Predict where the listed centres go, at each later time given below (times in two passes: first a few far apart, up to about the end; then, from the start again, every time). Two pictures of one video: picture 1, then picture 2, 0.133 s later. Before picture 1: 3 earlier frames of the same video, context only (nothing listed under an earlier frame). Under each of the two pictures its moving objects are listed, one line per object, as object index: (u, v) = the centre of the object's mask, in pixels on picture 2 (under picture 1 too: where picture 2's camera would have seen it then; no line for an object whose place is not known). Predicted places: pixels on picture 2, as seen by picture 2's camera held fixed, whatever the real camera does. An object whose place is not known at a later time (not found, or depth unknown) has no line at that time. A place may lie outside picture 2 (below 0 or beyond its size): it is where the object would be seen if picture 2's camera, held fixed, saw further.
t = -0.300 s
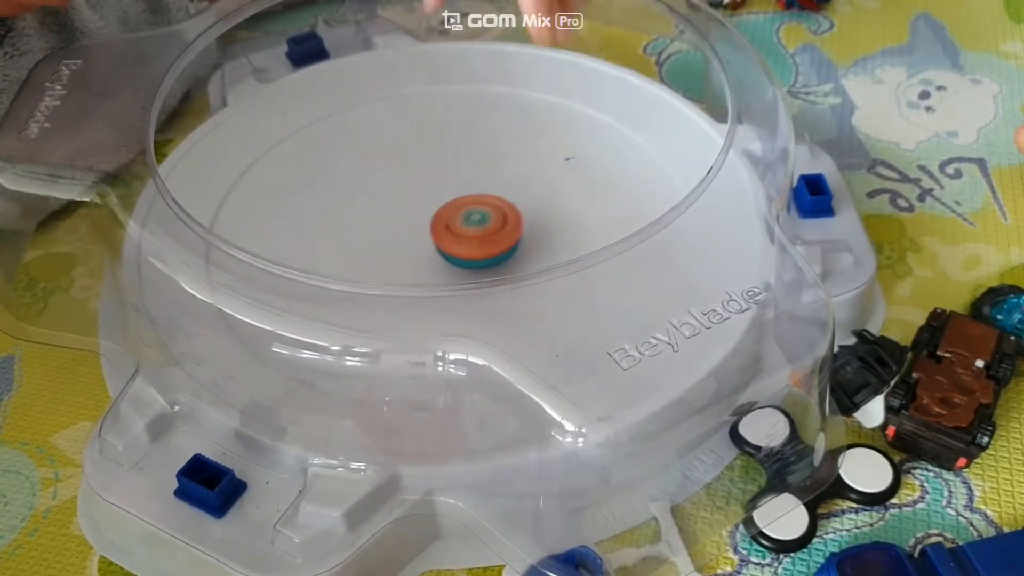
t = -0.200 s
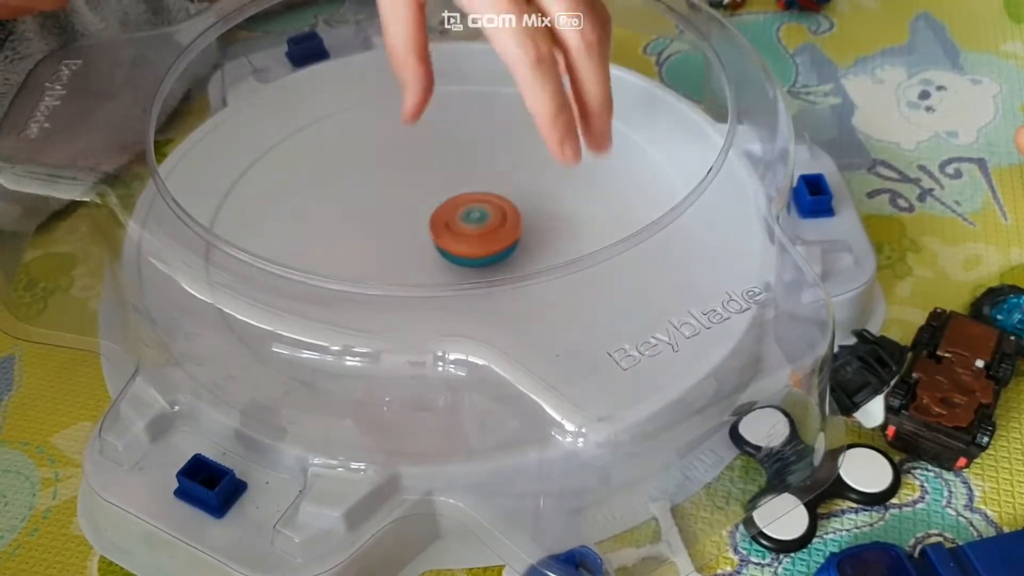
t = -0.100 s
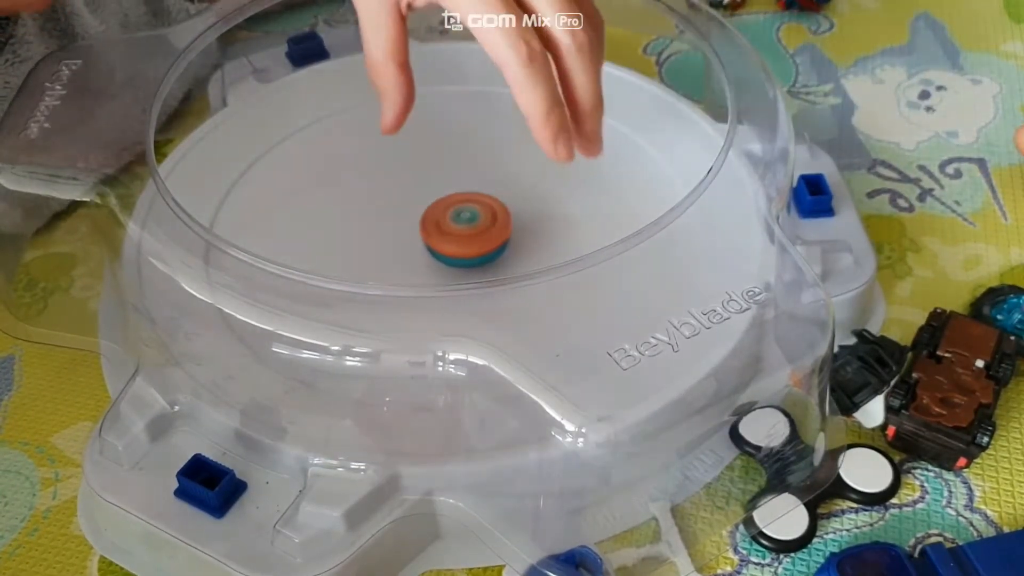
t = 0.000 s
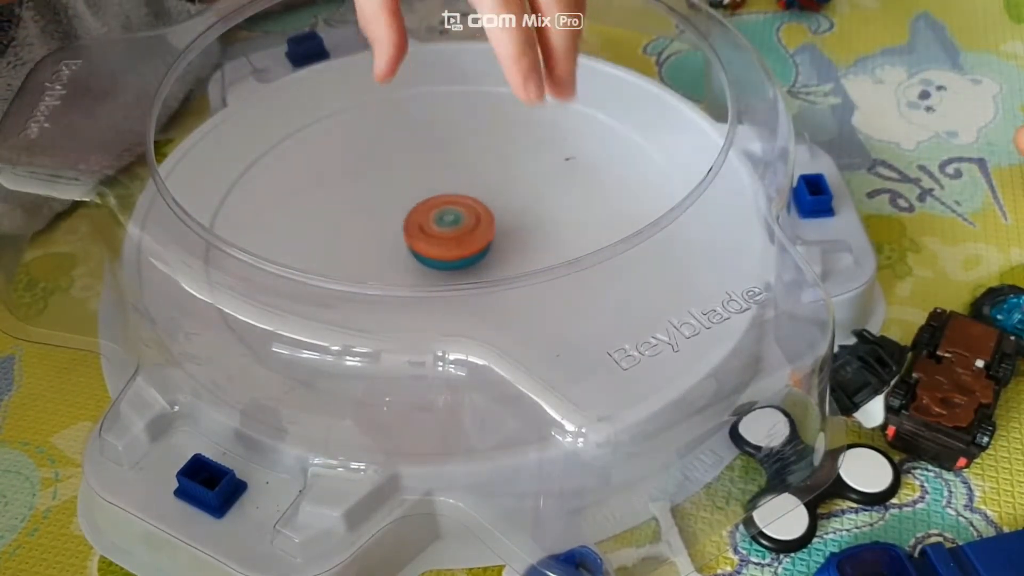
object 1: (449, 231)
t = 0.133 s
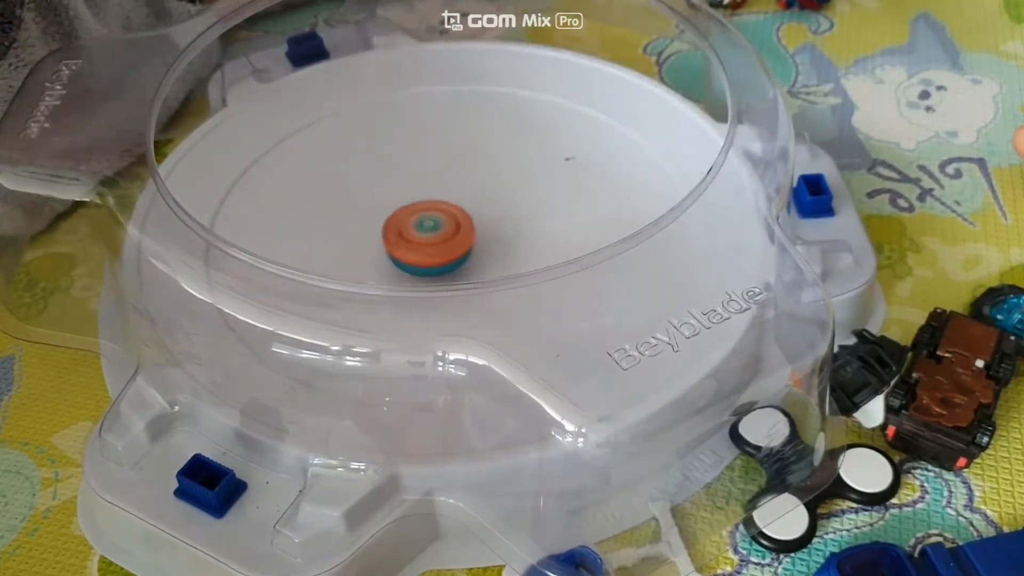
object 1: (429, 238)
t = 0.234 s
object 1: (430, 238)
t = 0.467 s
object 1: (454, 239)
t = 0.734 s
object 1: (435, 223)
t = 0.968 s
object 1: (438, 223)
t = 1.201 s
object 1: (420, 233)
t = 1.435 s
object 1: (421, 212)
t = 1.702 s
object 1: (455, 211)
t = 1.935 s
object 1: (441, 222)
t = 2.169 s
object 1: (440, 197)
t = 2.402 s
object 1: (478, 206)
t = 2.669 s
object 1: (461, 228)
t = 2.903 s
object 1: (449, 215)
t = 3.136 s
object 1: (471, 215)
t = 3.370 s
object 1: (460, 233)
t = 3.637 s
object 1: (425, 228)
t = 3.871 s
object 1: (440, 219)
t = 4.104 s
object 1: (449, 222)
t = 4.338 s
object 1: (442, 220)
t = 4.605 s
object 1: (442, 213)
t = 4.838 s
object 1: (445, 213)
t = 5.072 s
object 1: (446, 215)
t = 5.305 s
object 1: (442, 216)
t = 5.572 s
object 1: (441, 215)
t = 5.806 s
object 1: (442, 216)
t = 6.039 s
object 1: (440, 217)
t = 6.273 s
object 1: (439, 219)
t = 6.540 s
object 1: (442, 219)
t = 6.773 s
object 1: (444, 219)
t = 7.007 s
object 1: (444, 220)
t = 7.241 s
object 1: (443, 220)
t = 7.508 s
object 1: (442, 219)
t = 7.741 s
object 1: (441, 220)
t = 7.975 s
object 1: (440, 220)
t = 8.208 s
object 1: (439, 220)
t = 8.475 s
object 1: (440, 220)
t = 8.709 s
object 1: (440, 222)
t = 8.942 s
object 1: (439, 223)
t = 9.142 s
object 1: (439, 223)
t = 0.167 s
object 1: (427, 238)
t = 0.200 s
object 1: (427, 238)
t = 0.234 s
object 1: (430, 238)
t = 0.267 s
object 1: (434, 238)
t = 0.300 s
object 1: (438, 237)
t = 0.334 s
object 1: (442, 237)
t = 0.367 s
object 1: (446, 237)
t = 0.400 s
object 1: (449, 237)
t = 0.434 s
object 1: (452, 238)
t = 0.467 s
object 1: (454, 239)
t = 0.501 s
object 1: (454, 240)
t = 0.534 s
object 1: (453, 240)
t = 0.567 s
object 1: (452, 239)
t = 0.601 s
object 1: (449, 237)
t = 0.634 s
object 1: (444, 234)
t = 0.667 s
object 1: (440, 230)
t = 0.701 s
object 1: (437, 226)
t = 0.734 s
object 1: (435, 223)
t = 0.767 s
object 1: (434, 221)
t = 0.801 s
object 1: (434, 219)
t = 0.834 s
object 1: (434, 219)
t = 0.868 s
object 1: (435, 219)
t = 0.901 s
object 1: (436, 220)
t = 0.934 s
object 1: (437, 221)
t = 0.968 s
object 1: (438, 223)
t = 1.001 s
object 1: (438, 226)
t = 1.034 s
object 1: (437, 228)
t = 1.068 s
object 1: (434, 230)
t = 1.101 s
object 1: (431, 232)
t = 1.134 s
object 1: (427, 233)
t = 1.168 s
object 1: (424, 233)
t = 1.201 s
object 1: (420, 233)
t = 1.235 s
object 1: (417, 232)
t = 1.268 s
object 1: (415, 229)
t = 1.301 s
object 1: (414, 226)
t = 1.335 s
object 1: (414, 223)
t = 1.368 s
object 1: (416, 219)
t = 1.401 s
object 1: (418, 215)
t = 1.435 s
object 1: (421, 212)
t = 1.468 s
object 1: (425, 209)
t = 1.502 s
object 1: (429, 207)
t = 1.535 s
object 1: (434, 206)
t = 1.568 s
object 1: (439, 205)
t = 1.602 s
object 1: (444, 205)
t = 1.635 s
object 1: (448, 207)
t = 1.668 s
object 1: (452, 208)
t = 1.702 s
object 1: (455, 211)
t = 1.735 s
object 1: (456, 213)
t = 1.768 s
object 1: (457, 216)
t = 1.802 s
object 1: (456, 218)
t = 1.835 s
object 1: (453, 221)
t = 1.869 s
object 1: (450, 222)
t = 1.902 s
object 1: (446, 223)
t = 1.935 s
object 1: (441, 222)
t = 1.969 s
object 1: (436, 220)
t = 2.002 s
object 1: (433, 217)
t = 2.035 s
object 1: (431, 213)
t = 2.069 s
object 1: (431, 208)
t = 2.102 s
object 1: (432, 204)
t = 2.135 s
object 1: (435, 200)
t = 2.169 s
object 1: (440, 197)
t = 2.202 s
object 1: (446, 195)
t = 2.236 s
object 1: (452, 194)
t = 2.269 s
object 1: (459, 195)
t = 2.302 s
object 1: (465, 196)
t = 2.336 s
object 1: (470, 199)
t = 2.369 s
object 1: (475, 202)
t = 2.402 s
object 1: (478, 206)
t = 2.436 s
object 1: (479, 209)
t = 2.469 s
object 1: (480, 213)
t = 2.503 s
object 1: (479, 217)
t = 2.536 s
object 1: (477, 220)
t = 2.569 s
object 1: (474, 224)
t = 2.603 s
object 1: (470, 226)
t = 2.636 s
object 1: (466, 227)
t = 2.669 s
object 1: (461, 228)
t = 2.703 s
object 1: (457, 228)
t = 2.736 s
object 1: (453, 227)
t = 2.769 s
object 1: (449, 225)
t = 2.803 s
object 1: (447, 222)
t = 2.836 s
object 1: (447, 220)
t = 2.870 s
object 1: (447, 217)
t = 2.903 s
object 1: (449, 215)
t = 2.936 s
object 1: (451, 213)
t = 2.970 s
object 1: (454, 212)
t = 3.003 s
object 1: (458, 211)
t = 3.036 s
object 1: (461, 211)
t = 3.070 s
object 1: (465, 211)
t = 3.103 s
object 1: (469, 213)
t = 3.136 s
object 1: (471, 215)
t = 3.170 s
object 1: (473, 218)
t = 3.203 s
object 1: (474, 220)
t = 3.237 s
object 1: (474, 223)
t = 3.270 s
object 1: (473, 225)
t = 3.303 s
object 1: (470, 228)
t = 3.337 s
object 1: (465, 231)
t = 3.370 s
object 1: (460, 233)
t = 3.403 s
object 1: (455, 234)
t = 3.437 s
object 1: (448, 235)
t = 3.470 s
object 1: (443, 236)
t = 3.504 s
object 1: (437, 235)
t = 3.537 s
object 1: (432, 234)
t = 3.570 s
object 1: (429, 233)
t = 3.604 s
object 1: (426, 230)
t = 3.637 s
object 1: (425, 228)
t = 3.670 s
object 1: (424, 226)
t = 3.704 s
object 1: (425, 224)
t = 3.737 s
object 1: (427, 222)
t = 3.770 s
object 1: (430, 221)
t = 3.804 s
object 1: (433, 220)
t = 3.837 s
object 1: (437, 220)
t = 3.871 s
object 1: (440, 219)
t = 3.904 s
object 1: (443, 220)
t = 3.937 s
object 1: (445, 220)
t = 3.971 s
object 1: (447, 221)
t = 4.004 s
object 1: (448, 221)
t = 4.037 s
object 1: (449, 221)
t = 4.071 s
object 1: (449, 222)
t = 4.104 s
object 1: (449, 222)
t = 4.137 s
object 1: (448, 222)
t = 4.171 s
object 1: (448, 222)
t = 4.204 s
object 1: (446, 222)
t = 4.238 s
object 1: (445, 222)
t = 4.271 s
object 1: (444, 222)
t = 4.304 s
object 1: (443, 221)
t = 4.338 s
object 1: (442, 220)
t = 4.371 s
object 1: (441, 219)
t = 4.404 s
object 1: (441, 218)
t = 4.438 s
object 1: (440, 217)
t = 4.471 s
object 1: (440, 216)
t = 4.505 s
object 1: (441, 215)
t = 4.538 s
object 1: (441, 214)
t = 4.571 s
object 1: (441, 214)
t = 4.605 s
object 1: (442, 213)
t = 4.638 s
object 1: (442, 213)
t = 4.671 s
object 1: (443, 213)
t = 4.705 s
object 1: (443, 213)
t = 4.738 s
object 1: (444, 213)
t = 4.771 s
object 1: (444, 213)
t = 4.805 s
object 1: (444, 213)
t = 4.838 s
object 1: (445, 213)
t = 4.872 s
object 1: (445, 213)
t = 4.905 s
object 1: (445, 213)
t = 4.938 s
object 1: (446, 214)
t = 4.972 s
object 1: (446, 214)
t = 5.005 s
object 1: (446, 214)
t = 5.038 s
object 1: (446, 215)
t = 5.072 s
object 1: (446, 215)
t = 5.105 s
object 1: (446, 215)
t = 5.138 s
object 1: (445, 215)
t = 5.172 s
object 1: (445, 216)
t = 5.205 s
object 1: (444, 216)
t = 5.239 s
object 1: (443, 216)
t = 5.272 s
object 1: (443, 216)
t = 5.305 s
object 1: (442, 216)
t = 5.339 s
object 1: (441, 216)
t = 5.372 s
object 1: (440, 216)
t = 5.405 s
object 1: (440, 215)
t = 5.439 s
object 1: (440, 215)
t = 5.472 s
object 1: (440, 215)
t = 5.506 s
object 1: (440, 215)
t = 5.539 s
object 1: (440, 215)
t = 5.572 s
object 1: (441, 215)
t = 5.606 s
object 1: (441, 215)
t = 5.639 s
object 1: (441, 215)
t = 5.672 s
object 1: (441, 216)
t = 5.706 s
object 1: (441, 216)
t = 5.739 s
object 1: (441, 215)
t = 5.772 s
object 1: (441, 216)
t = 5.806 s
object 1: (442, 216)
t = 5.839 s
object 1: (442, 216)
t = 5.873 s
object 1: (442, 216)
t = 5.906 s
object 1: (442, 217)
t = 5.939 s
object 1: (441, 217)
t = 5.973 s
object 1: (441, 217)
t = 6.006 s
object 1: (441, 217)
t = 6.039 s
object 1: (440, 217)
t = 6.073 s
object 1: (440, 218)
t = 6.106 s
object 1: (440, 218)
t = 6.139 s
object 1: (439, 218)
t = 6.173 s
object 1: (439, 218)
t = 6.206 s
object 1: (439, 218)
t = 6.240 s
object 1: (439, 218)
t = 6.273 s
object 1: (439, 219)
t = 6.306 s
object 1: (439, 219)
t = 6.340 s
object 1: (440, 219)
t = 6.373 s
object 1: (440, 219)
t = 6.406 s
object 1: (440, 219)
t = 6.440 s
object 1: (441, 219)
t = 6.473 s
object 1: (441, 219)
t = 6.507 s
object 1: (442, 219)
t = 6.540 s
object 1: (442, 219)
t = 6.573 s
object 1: (443, 219)
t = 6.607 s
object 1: (444, 219)
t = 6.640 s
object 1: (444, 219)
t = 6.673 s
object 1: (444, 219)
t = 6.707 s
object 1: (444, 219)
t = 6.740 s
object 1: (444, 219)
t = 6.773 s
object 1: (444, 219)
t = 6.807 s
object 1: (444, 219)
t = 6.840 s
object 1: (444, 220)
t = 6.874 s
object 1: (444, 220)
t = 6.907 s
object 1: (444, 220)
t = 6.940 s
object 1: (444, 220)
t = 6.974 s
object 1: (444, 220)
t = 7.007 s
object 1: (444, 220)
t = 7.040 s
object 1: (444, 220)
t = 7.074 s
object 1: (444, 220)
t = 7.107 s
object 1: (444, 220)
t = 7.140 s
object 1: (444, 220)
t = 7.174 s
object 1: (444, 220)
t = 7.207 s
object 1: (443, 220)
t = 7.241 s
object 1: (443, 220)
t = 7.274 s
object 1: (443, 220)
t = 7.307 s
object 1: (442, 220)
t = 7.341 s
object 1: (442, 220)
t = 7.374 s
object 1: (442, 220)
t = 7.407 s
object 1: (442, 219)
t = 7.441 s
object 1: (442, 219)
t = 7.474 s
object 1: (442, 219)
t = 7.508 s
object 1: (442, 219)
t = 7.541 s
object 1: (442, 219)
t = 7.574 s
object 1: (442, 219)
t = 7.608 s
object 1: (442, 219)
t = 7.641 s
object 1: (442, 219)
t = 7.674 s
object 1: (441, 220)
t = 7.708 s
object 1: (441, 220)
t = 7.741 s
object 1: (441, 220)
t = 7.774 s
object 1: (441, 220)
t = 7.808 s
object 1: (441, 220)
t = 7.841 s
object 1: (441, 220)
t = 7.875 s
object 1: (440, 220)
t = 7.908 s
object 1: (440, 220)
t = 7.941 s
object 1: (440, 220)
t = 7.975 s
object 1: (440, 220)
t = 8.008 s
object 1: (440, 220)
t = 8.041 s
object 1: (440, 220)
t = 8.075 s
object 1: (440, 220)
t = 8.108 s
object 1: (440, 220)
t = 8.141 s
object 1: (440, 220)
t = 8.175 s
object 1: (440, 220)
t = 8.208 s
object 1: (439, 220)
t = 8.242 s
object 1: (439, 220)
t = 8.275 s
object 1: (439, 220)
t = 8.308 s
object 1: (438, 220)
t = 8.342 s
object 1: (438, 220)
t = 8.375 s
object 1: (438, 220)
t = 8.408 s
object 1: (439, 220)
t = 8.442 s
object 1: (439, 220)
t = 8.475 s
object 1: (440, 220)
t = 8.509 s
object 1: (440, 220)
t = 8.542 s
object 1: (440, 220)
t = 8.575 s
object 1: (441, 220)
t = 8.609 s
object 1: (441, 221)
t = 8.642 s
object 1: (441, 221)
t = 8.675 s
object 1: (440, 221)
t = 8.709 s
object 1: (440, 222)
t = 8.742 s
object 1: (440, 222)
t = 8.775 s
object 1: (440, 222)
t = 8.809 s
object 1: (440, 222)
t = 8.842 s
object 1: (439, 223)
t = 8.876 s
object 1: (440, 223)
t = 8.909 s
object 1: (439, 223)
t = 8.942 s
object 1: (439, 223)
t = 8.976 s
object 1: (439, 223)
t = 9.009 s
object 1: (439, 223)
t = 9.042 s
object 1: (439, 223)
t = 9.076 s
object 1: (439, 223)
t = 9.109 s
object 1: (439, 223)
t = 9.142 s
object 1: (439, 223)
